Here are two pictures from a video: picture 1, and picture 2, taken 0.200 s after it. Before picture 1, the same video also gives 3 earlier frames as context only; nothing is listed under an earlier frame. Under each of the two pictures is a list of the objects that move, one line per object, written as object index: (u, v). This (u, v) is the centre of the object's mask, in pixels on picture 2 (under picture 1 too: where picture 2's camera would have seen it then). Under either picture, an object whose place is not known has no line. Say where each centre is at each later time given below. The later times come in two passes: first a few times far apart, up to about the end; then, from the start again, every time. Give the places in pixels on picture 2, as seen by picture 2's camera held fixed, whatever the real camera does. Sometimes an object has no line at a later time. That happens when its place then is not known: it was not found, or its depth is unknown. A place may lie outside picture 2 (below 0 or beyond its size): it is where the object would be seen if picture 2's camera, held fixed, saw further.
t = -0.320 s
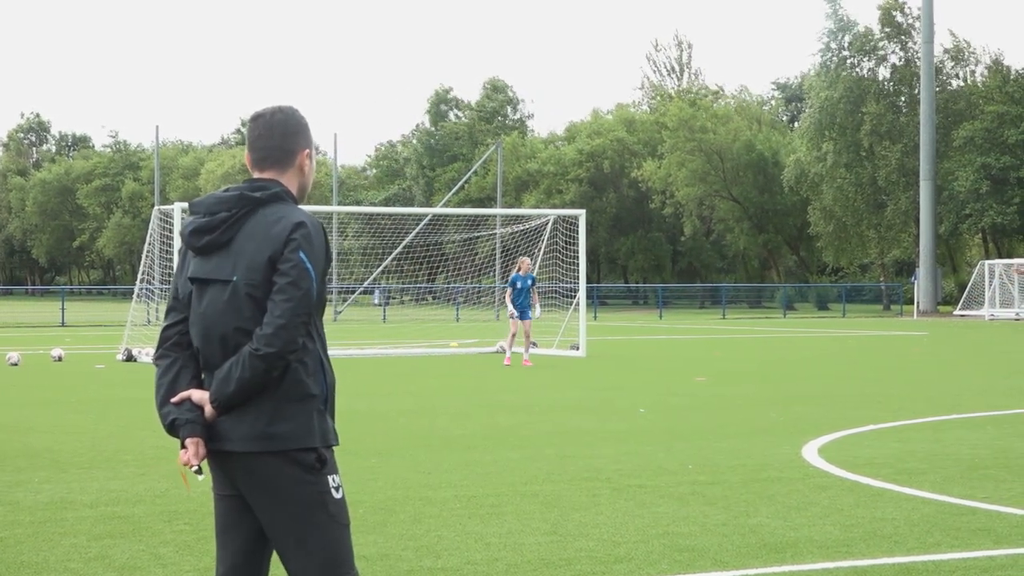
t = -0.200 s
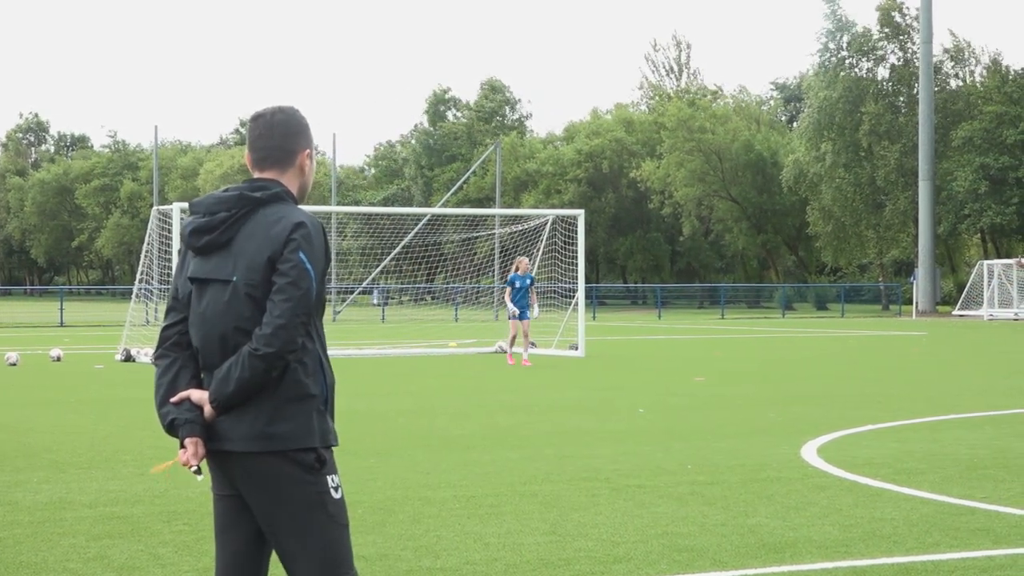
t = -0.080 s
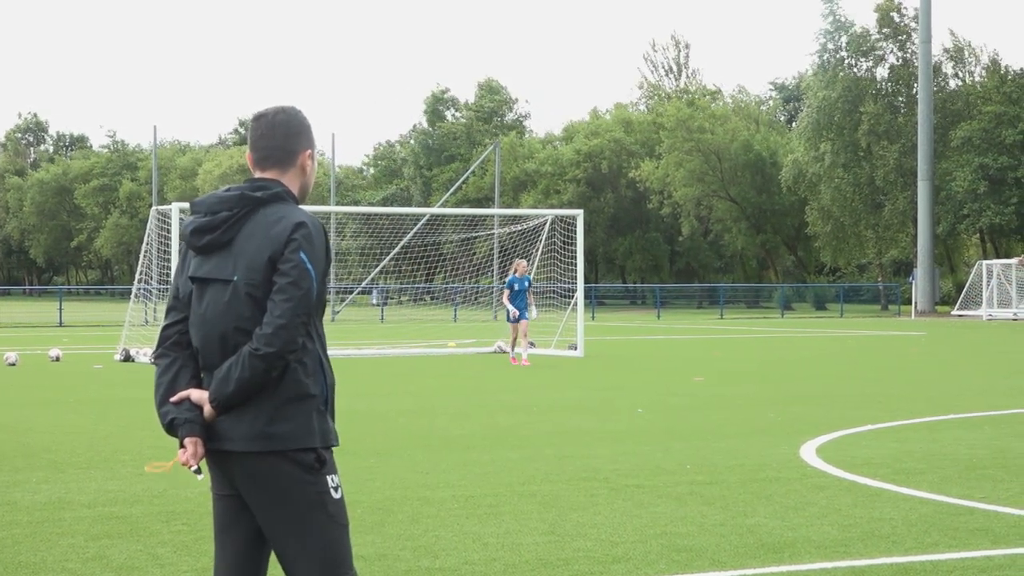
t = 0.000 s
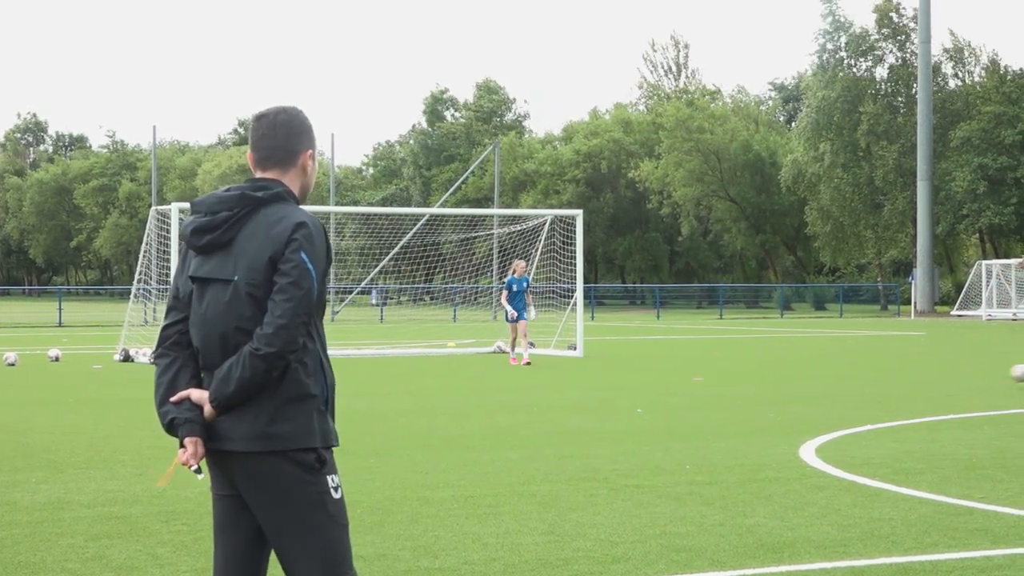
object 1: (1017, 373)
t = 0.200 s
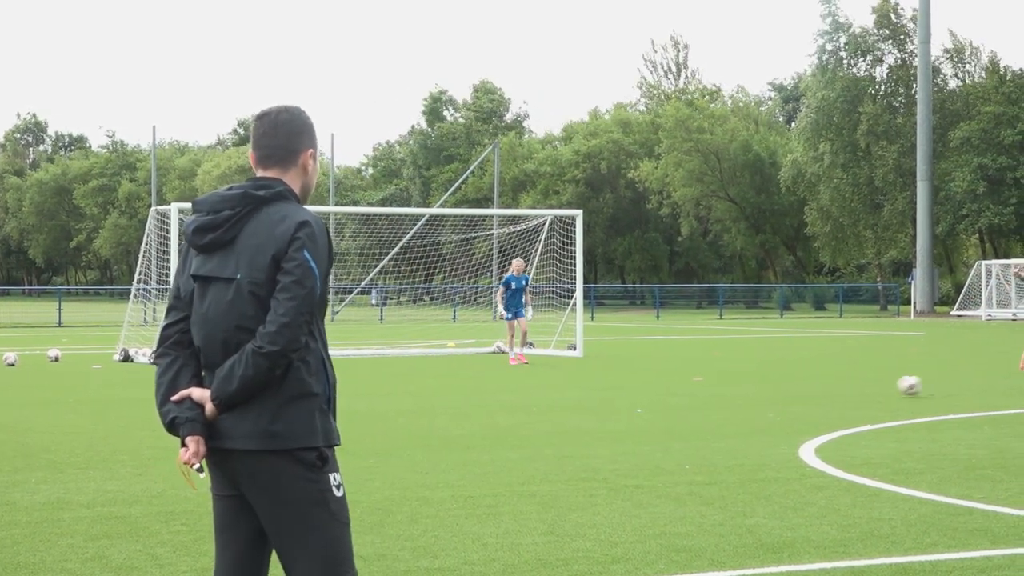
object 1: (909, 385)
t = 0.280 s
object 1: (868, 385)
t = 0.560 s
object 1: (727, 401)
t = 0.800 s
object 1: (616, 410)
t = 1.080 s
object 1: (485, 419)
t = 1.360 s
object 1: (351, 430)
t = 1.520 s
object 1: (271, 436)
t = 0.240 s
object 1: (889, 384)
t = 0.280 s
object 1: (868, 385)
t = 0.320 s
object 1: (846, 388)
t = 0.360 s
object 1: (825, 393)
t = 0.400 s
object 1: (805, 394)
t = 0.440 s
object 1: (786, 393)
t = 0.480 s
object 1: (767, 394)
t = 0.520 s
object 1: (747, 397)
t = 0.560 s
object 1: (727, 401)
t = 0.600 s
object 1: (708, 402)
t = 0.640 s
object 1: (690, 401)
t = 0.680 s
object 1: (672, 402)
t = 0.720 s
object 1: (652, 405)
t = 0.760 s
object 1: (634, 408)
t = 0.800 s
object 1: (616, 410)
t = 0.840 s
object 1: (597, 410)
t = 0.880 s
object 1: (579, 411)
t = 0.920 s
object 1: (560, 413)
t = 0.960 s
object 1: (542, 415)
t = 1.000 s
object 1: (523, 415)
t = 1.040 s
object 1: (504, 417)
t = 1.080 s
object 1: (485, 419)
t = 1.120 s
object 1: (466, 420)
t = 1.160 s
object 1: (448, 421)
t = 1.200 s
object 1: (428, 423)
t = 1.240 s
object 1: (409, 426)
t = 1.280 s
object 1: (390, 426)
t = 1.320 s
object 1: (371, 428)
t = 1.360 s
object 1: (351, 430)
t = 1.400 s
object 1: (332, 431)
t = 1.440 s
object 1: (311, 433)
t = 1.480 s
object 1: (292, 434)
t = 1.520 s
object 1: (271, 436)
